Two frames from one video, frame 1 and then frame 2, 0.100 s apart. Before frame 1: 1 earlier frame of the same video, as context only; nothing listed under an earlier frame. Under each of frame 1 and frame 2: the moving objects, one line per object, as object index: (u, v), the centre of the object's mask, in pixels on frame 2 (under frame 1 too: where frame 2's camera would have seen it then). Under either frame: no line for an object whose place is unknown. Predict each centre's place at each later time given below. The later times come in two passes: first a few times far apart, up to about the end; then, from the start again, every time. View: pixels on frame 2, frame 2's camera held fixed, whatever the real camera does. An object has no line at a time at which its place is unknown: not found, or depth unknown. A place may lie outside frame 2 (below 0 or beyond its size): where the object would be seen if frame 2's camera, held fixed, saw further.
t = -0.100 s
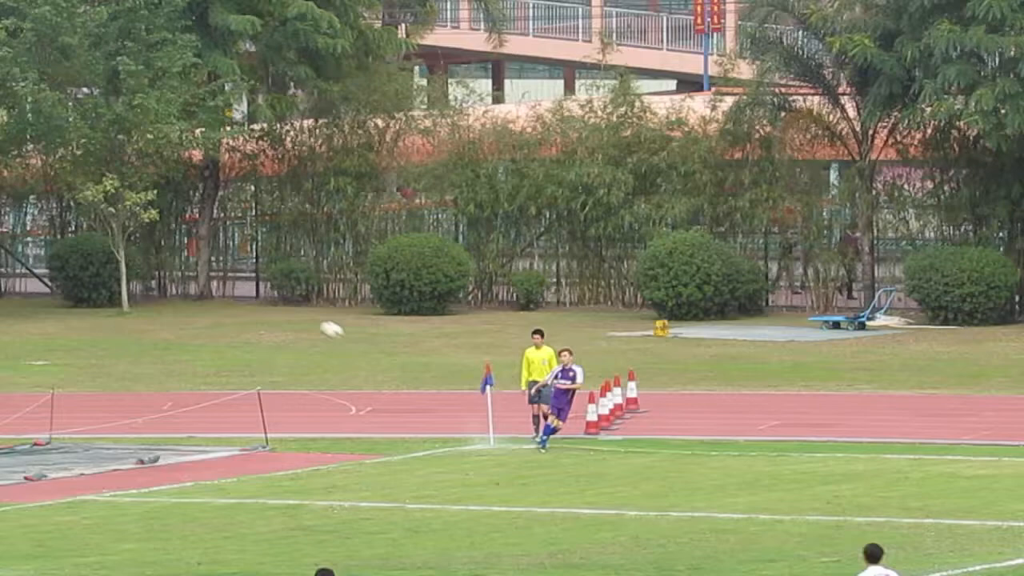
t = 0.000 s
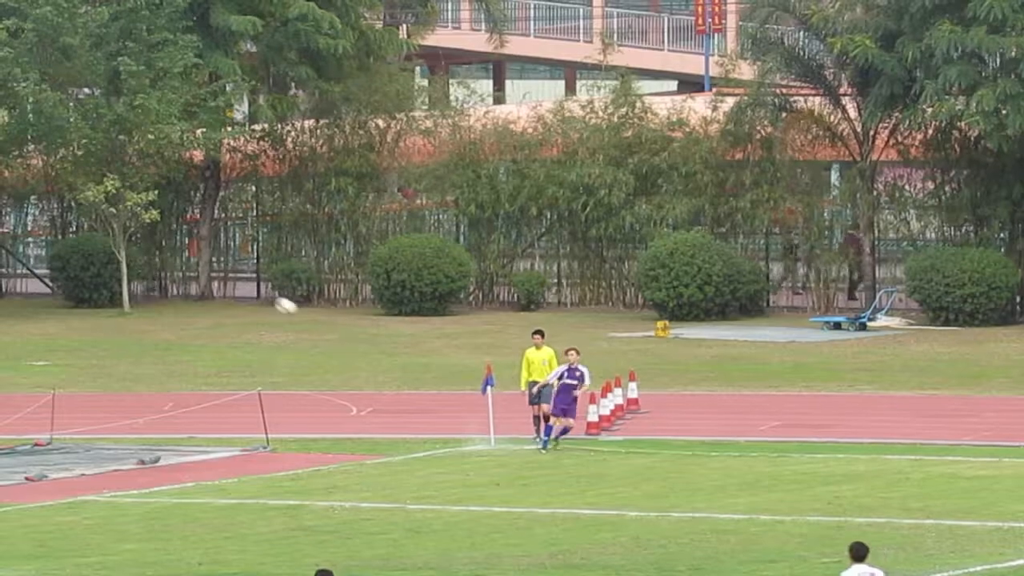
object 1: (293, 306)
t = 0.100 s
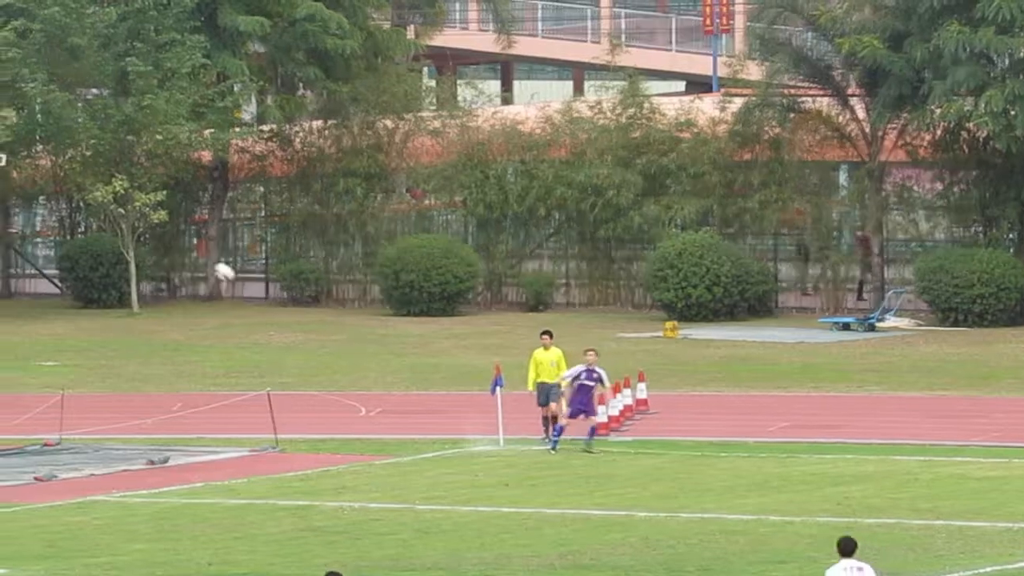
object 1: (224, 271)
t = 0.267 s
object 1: (105, 219)
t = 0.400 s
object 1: (6, 184)
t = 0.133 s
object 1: (200, 260)
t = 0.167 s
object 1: (177, 250)
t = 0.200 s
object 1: (153, 239)
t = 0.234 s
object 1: (129, 229)
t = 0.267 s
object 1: (105, 219)
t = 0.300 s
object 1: (81, 210)
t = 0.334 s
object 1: (56, 200)
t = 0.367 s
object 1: (31, 192)
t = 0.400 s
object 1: (6, 184)
